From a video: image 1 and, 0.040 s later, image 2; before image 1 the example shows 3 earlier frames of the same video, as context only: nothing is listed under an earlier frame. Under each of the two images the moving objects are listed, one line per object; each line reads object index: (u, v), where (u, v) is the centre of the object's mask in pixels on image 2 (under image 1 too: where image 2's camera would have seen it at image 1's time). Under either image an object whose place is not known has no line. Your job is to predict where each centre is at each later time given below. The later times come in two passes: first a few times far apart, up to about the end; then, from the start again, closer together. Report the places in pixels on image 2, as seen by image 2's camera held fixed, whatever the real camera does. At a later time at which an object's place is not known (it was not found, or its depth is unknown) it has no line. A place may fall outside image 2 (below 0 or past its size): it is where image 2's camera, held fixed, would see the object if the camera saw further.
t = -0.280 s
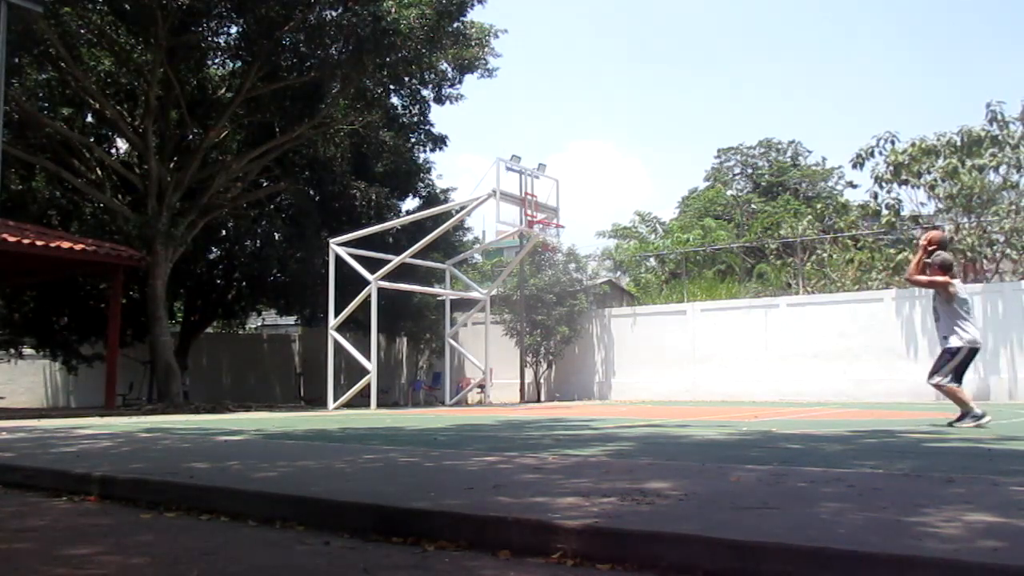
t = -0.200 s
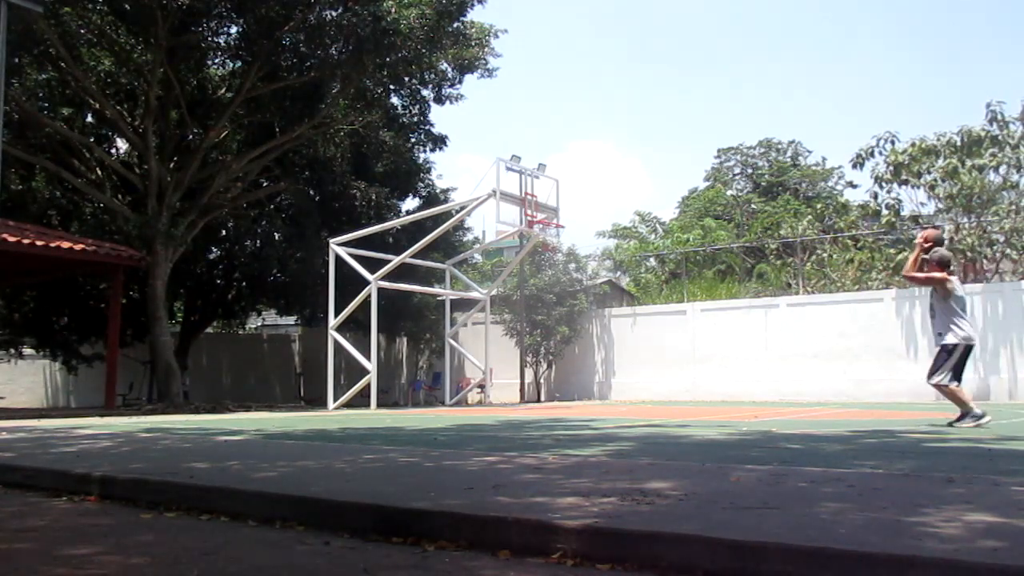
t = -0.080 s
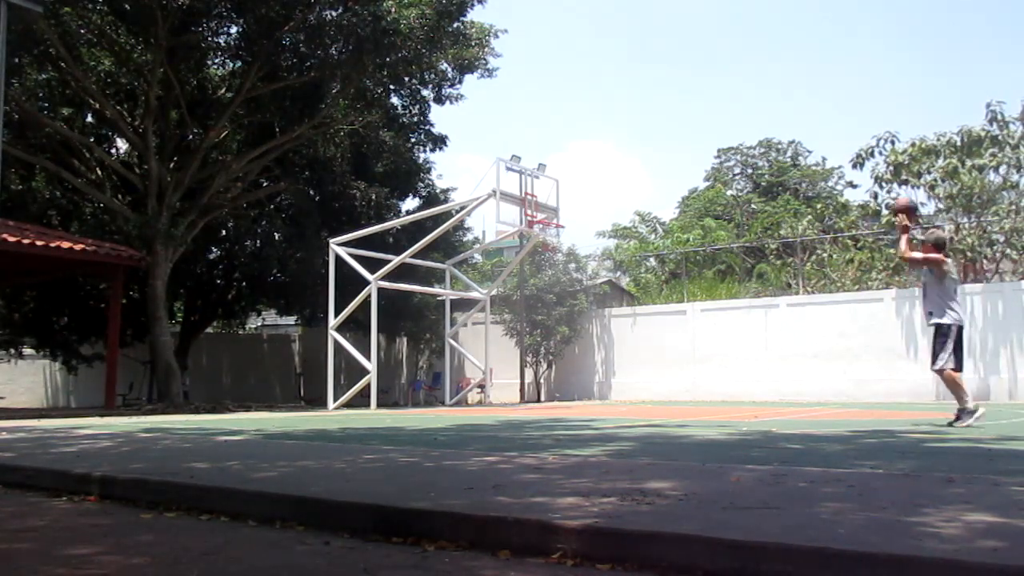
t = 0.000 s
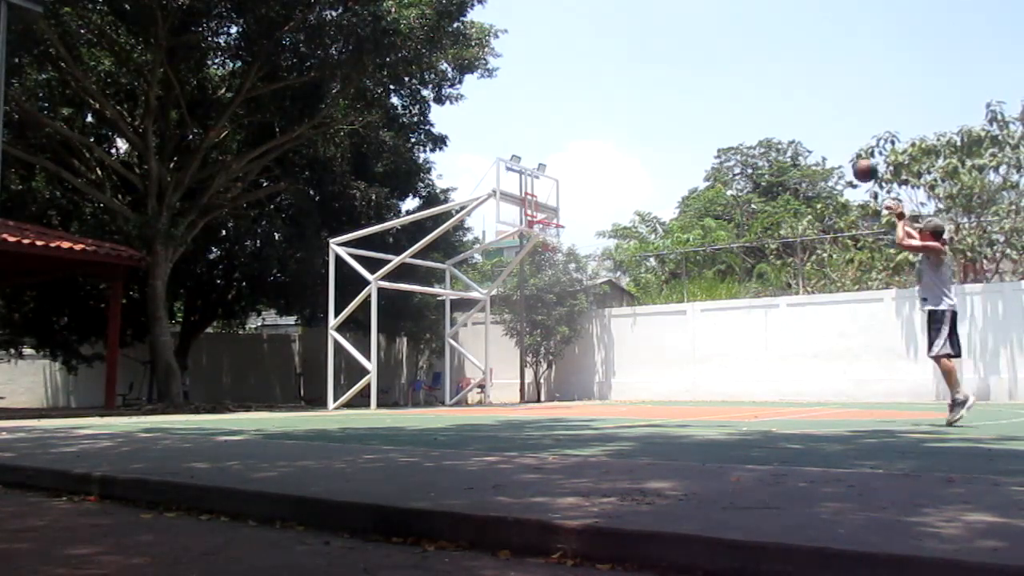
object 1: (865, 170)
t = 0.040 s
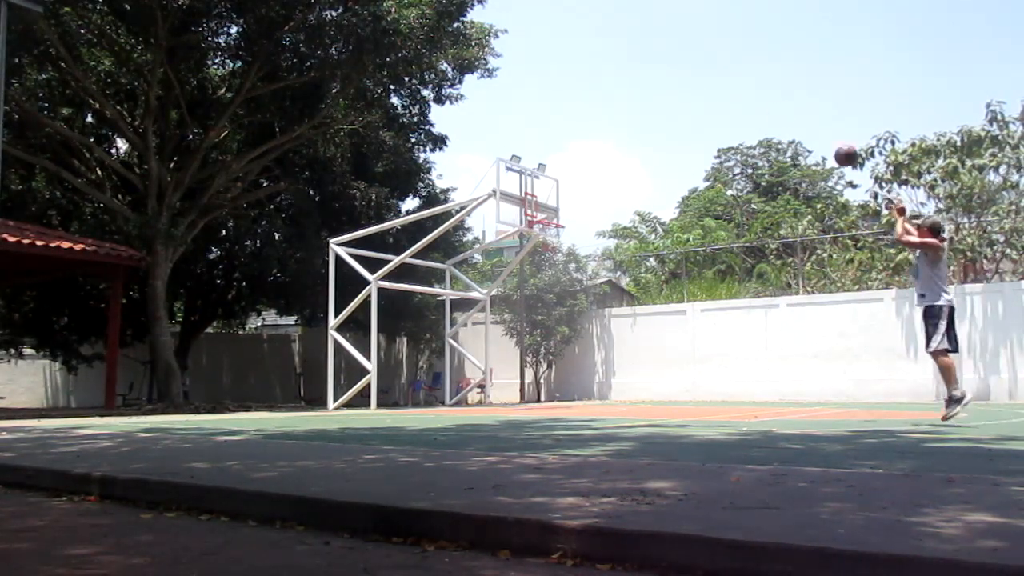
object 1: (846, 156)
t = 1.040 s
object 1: (567, 211)
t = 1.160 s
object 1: (558, 215)
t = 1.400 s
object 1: (551, 207)
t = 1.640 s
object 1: (565, 219)
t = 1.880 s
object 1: (582, 264)
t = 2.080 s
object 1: (595, 326)
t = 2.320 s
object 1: (608, 382)
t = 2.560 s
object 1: (614, 311)
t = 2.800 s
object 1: (620, 278)
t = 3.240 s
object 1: (631, 301)
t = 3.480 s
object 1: (638, 359)
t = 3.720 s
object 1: (643, 369)
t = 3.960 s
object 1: (649, 325)
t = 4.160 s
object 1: (653, 314)
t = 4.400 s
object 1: (660, 328)
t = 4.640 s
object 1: (666, 374)
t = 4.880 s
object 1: (672, 369)
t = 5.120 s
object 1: (677, 342)
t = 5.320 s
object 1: (682, 342)
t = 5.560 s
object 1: (688, 371)
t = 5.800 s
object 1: (693, 379)
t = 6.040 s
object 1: (697, 358)
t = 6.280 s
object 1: (701, 367)
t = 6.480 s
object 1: (706, 396)
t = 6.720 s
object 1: (710, 372)
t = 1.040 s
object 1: (567, 211)
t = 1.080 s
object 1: (562, 219)
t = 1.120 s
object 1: (560, 217)
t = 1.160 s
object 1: (558, 215)
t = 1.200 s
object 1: (555, 212)
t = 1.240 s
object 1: (552, 211)
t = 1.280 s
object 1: (549, 210)
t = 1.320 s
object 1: (547, 210)
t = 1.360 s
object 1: (548, 208)
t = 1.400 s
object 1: (551, 207)
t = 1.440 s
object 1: (553, 207)
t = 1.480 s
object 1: (556, 207)
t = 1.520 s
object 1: (558, 209)
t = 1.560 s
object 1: (560, 211)
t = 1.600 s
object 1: (563, 214)
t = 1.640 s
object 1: (565, 219)
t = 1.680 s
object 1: (569, 224)
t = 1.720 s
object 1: (571, 230)
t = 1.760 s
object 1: (574, 237)
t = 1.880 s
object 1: (582, 264)
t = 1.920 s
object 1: (583, 275)
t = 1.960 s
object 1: (585, 287)
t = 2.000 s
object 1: (590, 298)
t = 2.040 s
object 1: (593, 311)
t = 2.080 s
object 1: (595, 326)
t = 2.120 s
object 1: (597, 341)
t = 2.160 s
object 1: (600, 358)
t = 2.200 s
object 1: (603, 375)
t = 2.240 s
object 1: (606, 394)
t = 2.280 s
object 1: (607, 397)
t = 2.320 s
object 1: (608, 382)
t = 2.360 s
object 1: (609, 368)
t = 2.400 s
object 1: (610, 354)
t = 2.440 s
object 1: (611, 342)
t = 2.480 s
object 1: (612, 331)
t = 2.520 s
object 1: (613, 321)
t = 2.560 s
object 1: (614, 311)
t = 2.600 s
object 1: (615, 303)
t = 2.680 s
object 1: (617, 289)
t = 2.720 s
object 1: (618, 286)
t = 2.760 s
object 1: (619, 281)
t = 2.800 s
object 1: (620, 278)
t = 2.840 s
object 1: (621, 275)
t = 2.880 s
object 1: (621, 274)
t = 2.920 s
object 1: (622, 274)
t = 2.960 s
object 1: (623, 274)
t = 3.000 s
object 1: (625, 276)
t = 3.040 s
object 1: (626, 277)
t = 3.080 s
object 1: (627, 280)
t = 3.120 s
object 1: (628, 286)
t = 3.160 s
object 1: (631, 290)
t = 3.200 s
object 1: (630, 295)
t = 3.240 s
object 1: (631, 301)
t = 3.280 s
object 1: (632, 310)
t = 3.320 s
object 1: (633, 317)
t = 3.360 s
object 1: (634, 326)
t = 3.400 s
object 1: (635, 337)
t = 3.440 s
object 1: (636, 347)
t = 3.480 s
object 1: (638, 359)
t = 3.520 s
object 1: (639, 371)
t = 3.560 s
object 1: (640, 385)
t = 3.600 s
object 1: (641, 399)
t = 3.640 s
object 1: (642, 390)
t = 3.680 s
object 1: (643, 379)
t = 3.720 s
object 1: (643, 369)
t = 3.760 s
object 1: (644, 359)
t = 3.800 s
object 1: (645, 351)
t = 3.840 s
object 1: (646, 343)
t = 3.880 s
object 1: (647, 336)
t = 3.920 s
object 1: (648, 330)
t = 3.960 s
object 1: (649, 325)
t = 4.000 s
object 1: (650, 322)
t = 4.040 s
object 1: (651, 318)
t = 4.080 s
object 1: (651, 316)
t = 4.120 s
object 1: (652, 314)
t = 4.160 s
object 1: (653, 314)
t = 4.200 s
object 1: (654, 314)
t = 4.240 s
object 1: (655, 315)
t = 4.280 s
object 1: (656, 318)
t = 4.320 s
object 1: (658, 320)
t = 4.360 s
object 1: (658, 324)
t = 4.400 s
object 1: (660, 328)
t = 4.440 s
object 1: (661, 334)
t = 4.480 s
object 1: (662, 340)
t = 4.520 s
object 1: (663, 347)
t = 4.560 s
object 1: (664, 355)
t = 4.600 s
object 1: (665, 364)
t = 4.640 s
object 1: (666, 374)
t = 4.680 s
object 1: (668, 384)
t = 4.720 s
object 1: (669, 395)
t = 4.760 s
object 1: (670, 394)
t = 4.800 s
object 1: (670, 385)
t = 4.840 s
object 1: (671, 376)
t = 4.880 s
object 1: (672, 369)
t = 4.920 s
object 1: (673, 362)
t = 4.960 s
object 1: (673, 356)
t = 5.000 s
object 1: (674, 351)
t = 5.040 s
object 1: (675, 347)
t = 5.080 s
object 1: (676, 344)
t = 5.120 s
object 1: (677, 342)
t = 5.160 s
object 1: (678, 340)
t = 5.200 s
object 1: (679, 339)
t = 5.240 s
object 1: (680, 339)
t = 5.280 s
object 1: (681, 341)
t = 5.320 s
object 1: (682, 342)
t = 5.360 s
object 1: (682, 345)
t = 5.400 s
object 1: (684, 349)
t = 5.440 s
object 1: (685, 353)
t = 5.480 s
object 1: (685, 358)
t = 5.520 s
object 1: (687, 364)
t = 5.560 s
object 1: (688, 371)
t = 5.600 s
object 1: (688, 379)
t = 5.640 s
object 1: (690, 388)
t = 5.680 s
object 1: (691, 397)
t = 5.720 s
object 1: (692, 393)
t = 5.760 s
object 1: (692, 386)
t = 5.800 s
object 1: (693, 379)
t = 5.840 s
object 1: (693, 374)
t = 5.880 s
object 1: (694, 369)
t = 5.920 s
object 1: (695, 365)
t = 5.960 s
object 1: (695, 362)
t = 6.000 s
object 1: (696, 359)
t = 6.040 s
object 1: (697, 358)
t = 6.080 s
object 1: (697, 358)
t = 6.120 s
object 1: (698, 358)
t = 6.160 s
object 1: (699, 359)
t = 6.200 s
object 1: (700, 361)
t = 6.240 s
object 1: (701, 364)
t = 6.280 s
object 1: (701, 367)
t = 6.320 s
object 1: (702, 371)
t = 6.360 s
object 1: (703, 376)
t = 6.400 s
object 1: (704, 382)
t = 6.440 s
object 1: (705, 389)
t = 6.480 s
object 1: (706, 396)
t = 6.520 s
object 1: (707, 395)
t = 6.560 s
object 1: (707, 388)
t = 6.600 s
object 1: (708, 383)
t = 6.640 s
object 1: (708, 379)
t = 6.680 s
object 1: (709, 375)
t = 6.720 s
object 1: (710, 372)
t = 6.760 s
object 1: (710, 371)
